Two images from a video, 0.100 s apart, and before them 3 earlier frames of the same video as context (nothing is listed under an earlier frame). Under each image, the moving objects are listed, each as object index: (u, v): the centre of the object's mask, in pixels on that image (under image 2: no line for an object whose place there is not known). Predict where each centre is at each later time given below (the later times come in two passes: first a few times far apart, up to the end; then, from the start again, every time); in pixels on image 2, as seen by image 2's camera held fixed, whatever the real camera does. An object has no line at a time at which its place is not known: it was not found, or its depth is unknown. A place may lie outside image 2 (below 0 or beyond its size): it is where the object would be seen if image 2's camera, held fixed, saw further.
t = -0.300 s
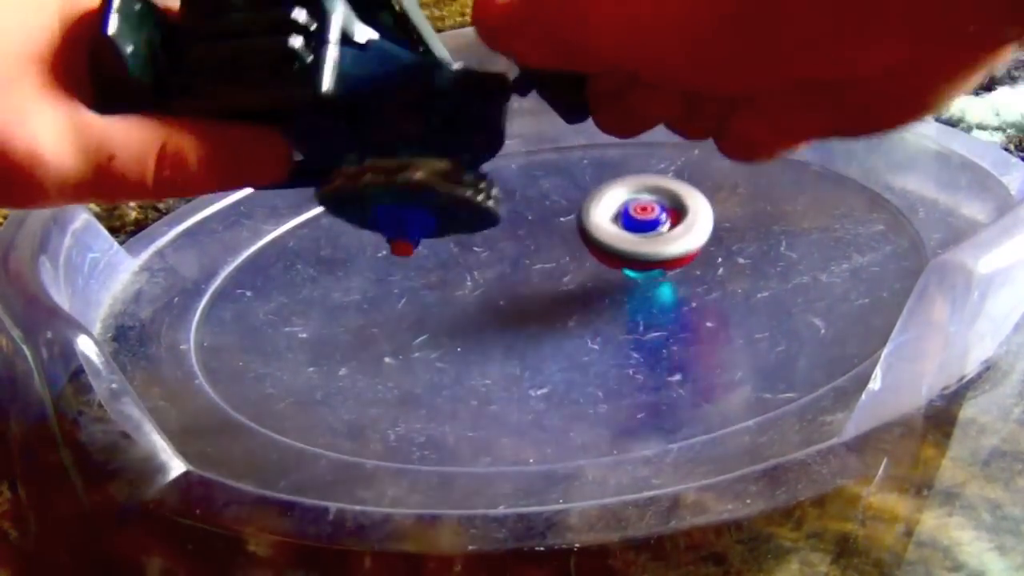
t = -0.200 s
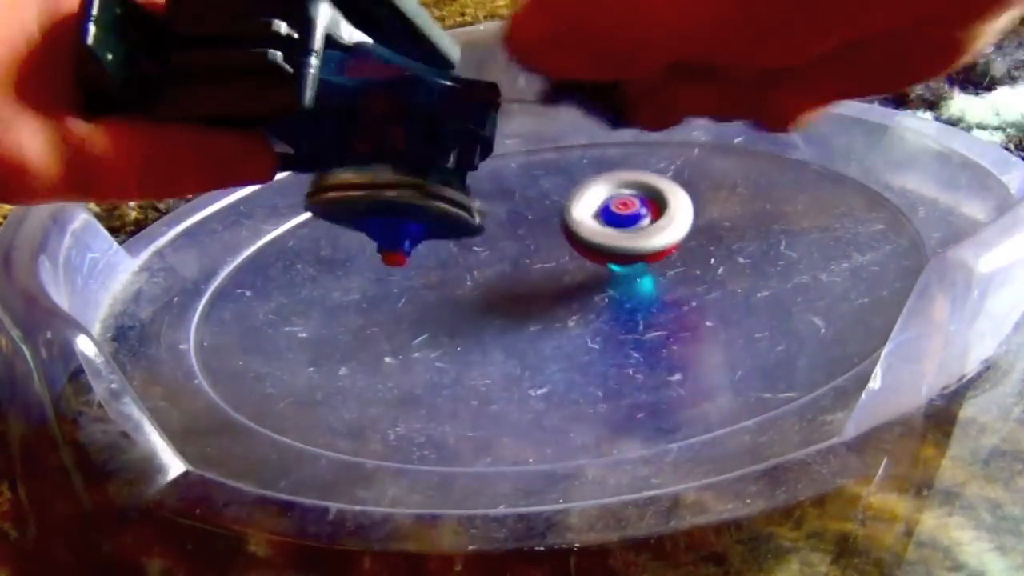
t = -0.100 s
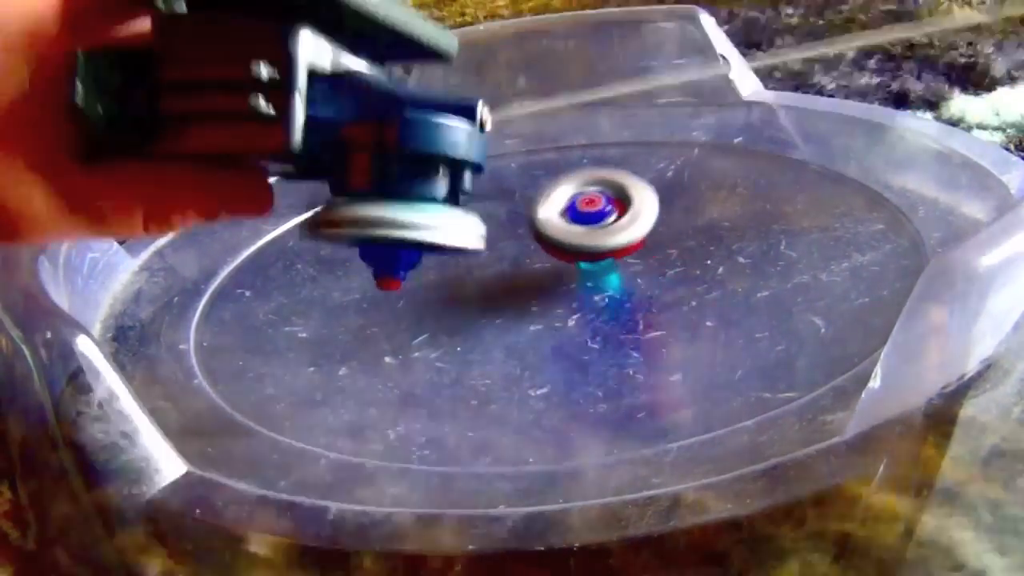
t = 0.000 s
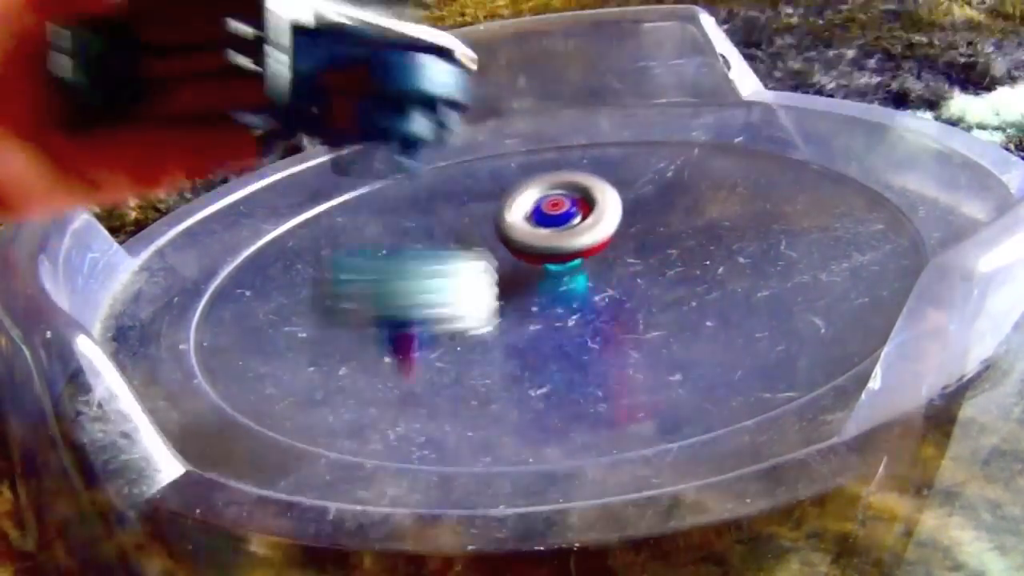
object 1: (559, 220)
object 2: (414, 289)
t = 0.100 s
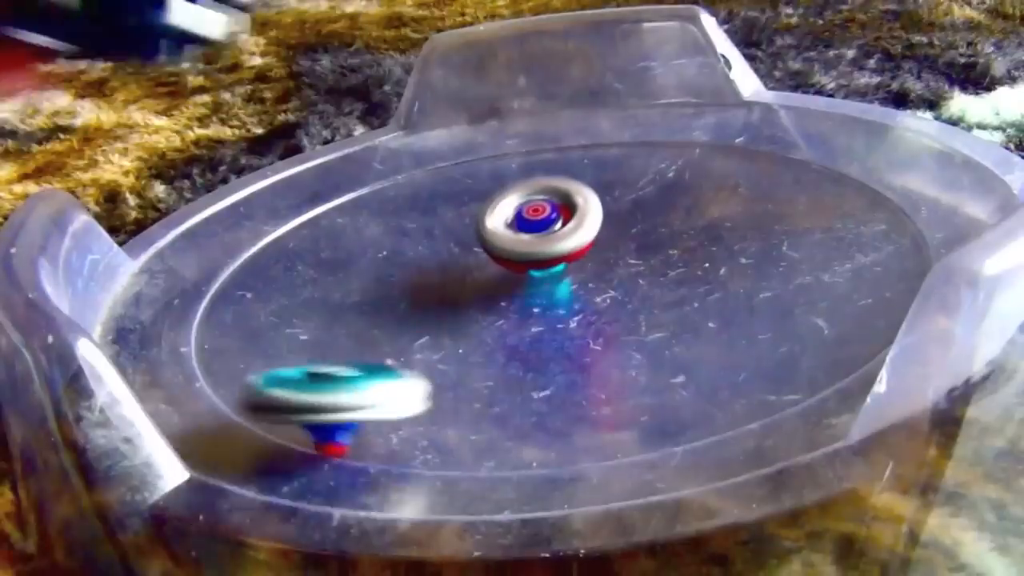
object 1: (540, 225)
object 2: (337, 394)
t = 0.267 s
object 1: (552, 248)
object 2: (216, 334)
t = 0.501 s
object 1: (595, 263)
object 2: (210, 322)
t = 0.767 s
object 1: (623, 250)
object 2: (208, 315)
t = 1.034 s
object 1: (595, 239)
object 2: (209, 288)
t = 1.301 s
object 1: (547, 266)
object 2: (219, 266)
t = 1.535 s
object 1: (549, 283)
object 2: (233, 247)
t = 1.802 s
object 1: (560, 260)
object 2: (256, 228)
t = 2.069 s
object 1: (533, 265)
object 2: (291, 204)
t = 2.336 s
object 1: (522, 283)
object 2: (318, 189)
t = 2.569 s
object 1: (532, 277)
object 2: (348, 176)
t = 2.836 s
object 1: (513, 260)
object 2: (390, 161)
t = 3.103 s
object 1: (506, 267)
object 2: (418, 152)
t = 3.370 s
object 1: (520, 266)
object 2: (462, 140)
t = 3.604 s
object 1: (518, 247)
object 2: (492, 135)
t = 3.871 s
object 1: (493, 226)
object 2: (552, 126)
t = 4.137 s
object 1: (497, 242)
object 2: (596, 122)
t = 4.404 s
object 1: (549, 235)
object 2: (636, 122)
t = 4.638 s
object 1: (558, 228)
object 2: (677, 120)
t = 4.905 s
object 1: (497, 246)
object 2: (662, 157)
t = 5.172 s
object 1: (590, 240)
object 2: (805, 224)
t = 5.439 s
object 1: (614, 223)
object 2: (853, 98)
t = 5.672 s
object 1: (455, 223)
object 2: (617, 217)
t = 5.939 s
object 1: (193, 335)
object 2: (878, 279)
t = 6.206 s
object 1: (654, 341)
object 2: (851, 199)
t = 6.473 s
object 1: (730, 191)
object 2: (441, 335)
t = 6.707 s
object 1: (500, 196)
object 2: (752, 406)
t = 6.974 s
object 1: (370, 287)
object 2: (690, 359)
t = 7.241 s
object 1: (276, 323)
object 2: (498, 293)
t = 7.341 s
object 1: (157, 316)
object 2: (393, 302)
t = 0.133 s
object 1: (539, 229)
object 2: (294, 383)
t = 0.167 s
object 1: (540, 234)
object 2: (262, 370)
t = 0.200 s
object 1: (543, 239)
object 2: (238, 356)
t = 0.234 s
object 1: (548, 244)
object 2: (225, 344)
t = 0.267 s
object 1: (552, 248)
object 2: (216, 334)
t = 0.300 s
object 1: (557, 252)
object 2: (211, 328)
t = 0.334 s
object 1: (562, 252)
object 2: (210, 323)
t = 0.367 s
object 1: (568, 258)
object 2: (209, 321)
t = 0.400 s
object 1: (575, 262)
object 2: (209, 320)
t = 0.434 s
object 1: (582, 264)
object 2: (209, 320)
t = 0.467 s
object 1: (589, 263)
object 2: (209, 321)
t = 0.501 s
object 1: (595, 263)
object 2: (210, 322)
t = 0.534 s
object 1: (600, 267)
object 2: (211, 323)
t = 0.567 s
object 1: (604, 263)
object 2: (211, 324)
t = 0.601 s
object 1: (609, 266)
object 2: (211, 324)
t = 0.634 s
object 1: (613, 261)
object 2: (212, 324)
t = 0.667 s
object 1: (617, 258)
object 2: (210, 322)
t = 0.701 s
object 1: (620, 257)
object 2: (210, 320)
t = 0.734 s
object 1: (622, 252)
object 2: (209, 317)
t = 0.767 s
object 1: (623, 250)
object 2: (208, 315)
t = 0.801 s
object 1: (622, 246)
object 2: (208, 311)
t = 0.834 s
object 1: (621, 244)
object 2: (207, 308)
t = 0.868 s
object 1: (618, 242)
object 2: (207, 304)
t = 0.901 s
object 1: (615, 240)
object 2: (208, 301)
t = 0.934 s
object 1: (611, 240)
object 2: (208, 298)
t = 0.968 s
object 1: (607, 239)
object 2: (208, 294)
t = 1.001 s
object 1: (602, 238)
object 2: (208, 291)
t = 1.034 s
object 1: (595, 239)
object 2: (209, 288)
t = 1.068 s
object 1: (588, 241)
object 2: (210, 286)
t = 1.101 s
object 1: (581, 243)
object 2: (210, 283)
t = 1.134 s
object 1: (574, 247)
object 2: (212, 280)
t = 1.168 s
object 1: (567, 250)
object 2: (213, 278)
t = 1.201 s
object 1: (560, 254)
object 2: (215, 275)
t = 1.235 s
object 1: (555, 258)
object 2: (216, 272)
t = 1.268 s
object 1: (551, 259)
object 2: (217, 269)
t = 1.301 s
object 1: (547, 266)
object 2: (219, 266)
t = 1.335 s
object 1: (544, 270)
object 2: (221, 263)
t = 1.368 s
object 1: (542, 274)
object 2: (224, 259)
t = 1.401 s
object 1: (540, 277)
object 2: (225, 257)
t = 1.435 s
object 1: (540, 281)
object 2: (227, 254)
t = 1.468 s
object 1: (541, 283)
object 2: (229, 252)
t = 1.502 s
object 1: (544, 285)
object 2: (232, 249)
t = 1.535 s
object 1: (549, 283)
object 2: (233, 247)
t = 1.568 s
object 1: (554, 282)
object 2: (236, 245)
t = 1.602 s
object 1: (557, 280)
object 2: (238, 242)
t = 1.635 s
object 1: (561, 277)
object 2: (241, 240)
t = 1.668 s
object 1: (563, 273)
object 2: (243, 238)
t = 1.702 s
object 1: (564, 269)
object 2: (246, 236)
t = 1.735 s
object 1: (564, 266)
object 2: (249, 233)
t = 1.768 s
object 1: (563, 263)
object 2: (252, 230)
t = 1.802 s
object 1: (560, 260)
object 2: (256, 228)
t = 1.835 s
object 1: (558, 260)
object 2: (259, 225)
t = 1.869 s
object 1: (555, 256)
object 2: (264, 222)
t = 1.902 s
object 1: (553, 255)
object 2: (268, 220)
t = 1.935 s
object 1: (551, 259)
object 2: (273, 215)
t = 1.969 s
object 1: (547, 260)
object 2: (278, 212)
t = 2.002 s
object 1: (541, 261)
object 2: (282, 209)
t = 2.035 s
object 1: (536, 261)
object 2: (287, 207)
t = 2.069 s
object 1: (533, 265)
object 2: (291, 204)
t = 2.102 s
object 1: (530, 270)
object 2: (295, 202)
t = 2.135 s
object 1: (525, 273)
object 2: (298, 200)
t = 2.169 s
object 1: (519, 276)
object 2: (302, 198)
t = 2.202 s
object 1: (516, 277)
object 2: (305, 197)
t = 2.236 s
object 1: (516, 280)
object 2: (309, 195)
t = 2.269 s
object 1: (519, 282)
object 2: (312, 193)
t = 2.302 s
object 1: (521, 283)
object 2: (315, 192)
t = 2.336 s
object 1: (522, 283)
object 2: (318, 189)
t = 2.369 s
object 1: (524, 284)
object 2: (323, 188)
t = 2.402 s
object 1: (526, 282)
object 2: (327, 185)
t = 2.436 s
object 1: (528, 281)
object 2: (331, 183)
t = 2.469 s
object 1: (530, 281)
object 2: (335, 182)
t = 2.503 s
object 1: (530, 279)
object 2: (340, 180)
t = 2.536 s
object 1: (531, 277)
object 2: (343, 178)
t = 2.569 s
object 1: (532, 277)
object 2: (348, 176)
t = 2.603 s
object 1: (532, 274)
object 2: (352, 175)
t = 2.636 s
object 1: (531, 272)
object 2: (356, 173)
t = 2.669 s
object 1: (528, 269)
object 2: (362, 171)
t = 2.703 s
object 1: (524, 267)
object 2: (368, 169)
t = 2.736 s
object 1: (521, 265)
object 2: (374, 167)
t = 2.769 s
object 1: (518, 263)
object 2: (380, 164)
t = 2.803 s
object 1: (516, 262)
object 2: (386, 162)
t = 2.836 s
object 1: (513, 260)
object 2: (390, 161)
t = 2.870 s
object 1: (512, 258)
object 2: (394, 159)
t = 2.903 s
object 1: (512, 260)
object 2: (397, 158)
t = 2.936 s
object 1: (511, 263)
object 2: (400, 157)
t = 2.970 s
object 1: (509, 263)
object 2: (406, 155)
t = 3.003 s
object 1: (510, 265)
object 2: (408, 154)
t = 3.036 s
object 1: (509, 267)
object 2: (412, 153)
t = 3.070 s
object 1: (507, 266)
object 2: (416, 152)
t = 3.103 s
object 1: (506, 267)
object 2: (418, 152)
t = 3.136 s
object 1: (506, 270)
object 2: (423, 150)
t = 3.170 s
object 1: (506, 271)
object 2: (429, 149)
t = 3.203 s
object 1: (506, 271)
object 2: (437, 146)
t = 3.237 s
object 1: (508, 270)
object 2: (445, 145)
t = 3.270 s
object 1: (510, 270)
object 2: (451, 143)
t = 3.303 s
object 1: (514, 269)
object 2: (455, 142)
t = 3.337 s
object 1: (517, 267)
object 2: (458, 142)
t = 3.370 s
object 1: (520, 266)
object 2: (462, 140)
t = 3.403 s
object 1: (522, 265)
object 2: (466, 140)
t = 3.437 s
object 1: (523, 262)
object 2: (469, 139)
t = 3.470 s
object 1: (523, 262)
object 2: (473, 138)
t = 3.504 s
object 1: (523, 259)
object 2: (477, 138)
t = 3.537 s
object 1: (522, 256)
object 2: (479, 138)
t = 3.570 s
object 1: (521, 252)
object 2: (485, 136)
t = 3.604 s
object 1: (518, 247)
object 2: (492, 135)
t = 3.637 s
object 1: (516, 242)
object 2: (497, 135)
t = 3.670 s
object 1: (513, 239)
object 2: (506, 133)
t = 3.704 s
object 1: (509, 235)
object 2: (514, 131)
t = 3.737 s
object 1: (505, 230)
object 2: (524, 129)
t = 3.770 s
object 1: (501, 227)
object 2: (530, 129)
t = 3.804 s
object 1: (499, 226)
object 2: (538, 128)
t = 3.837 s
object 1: (496, 225)
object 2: (546, 126)
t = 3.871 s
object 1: (493, 226)
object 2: (552, 126)
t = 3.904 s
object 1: (492, 228)
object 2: (559, 125)
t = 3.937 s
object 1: (490, 230)
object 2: (563, 125)
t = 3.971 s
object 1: (490, 232)
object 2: (563, 125)
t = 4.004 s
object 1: (489, 234)
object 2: (561, 125)
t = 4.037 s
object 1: (490, 236)
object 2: (567, 125)
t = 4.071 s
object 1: (492, 238)
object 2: (579, 123)
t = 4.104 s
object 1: (494, 240)
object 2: (587, 123)
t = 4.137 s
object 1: (497, 242)
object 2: (596, 122)
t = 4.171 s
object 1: (501, 243)
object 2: (602, 122)
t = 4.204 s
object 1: (506, 244)
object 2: (608, 121)
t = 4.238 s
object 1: (512, 245)
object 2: (611, 122)
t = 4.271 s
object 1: (519, 244)
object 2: (614, 121)
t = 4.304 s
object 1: (526, 243)
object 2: (614, 122)
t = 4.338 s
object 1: (534, 241)
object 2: (624, 121)
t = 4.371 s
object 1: (542, 239)
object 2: (632, 120)
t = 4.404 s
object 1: (549, 235)
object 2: (636, 122)
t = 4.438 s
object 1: (554, 233)
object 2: (644, 120)
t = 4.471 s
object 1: (560, 231)
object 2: (642, 121)
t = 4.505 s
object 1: (564, 227)
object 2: (641, 123)
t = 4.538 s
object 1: (565, 225)
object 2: (649, 125)
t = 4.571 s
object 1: (565, 225)
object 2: (659, 124)
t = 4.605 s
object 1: (563, 226)
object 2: (670, 122)
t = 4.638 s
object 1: (558, 228)
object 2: (677, 120)
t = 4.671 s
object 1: (552, 229)
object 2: (675, 123)
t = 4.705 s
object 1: (543, 231)
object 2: (676, 126)
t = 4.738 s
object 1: (534, 236)
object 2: (679, 127)
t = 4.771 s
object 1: (523, 240)
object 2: (680, 129)
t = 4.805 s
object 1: (512, 242)
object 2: (680, 133)
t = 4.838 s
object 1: (504, 243)
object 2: (676, 138)
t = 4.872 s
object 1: (498, 245)
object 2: (672, 146)
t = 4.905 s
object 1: (497, 246)
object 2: (662, 157)
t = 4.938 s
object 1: (499, 247)
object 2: (647, 170)
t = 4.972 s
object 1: (504, 247)
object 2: (637, 190)
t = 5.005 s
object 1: (514, 248)
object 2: (639, 209)
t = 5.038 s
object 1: (526, 248)
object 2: (654, 226)
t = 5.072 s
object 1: (541, 248)
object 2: (678, 238)
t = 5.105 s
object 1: (558, 246)
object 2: (713, 242)
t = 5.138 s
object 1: (574, 243)
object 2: (760, 236)
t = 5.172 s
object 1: (590, 240)
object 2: (805, 224)
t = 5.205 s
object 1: (603, 235)
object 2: (850, 202)
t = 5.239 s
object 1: (614, 232)
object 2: (888, 179)
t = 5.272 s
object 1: (621, 232)
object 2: (895, 151)
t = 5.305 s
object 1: (626, 229)
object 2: (897, 141)
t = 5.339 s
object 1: (629, 228)
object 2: (909, 124)
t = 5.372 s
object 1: (626, 226)
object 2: (916, 106)
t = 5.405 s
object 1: (622, 223)
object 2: (890, 95)
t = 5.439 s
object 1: (614, 223)
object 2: (853, 98)
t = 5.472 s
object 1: (603, 226)
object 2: (817, 102)
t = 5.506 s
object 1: (591, 227)
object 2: (780, 113)
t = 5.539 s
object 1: (578, 227)
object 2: (741, 133)
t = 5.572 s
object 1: (565, 230)
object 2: (701, 152)
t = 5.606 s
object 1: (552, 231)
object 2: (661, 174)
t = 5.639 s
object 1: (525, 228)
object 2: (635, 196)
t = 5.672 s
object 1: (455, 223)
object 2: (617, 217)
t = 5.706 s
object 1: (381, 246)
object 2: (606, 243)
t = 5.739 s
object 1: (309, 282)
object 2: (602, 271)
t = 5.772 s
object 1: (251, 288)
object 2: (613, 295)
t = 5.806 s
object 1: (197, 295)
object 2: (645, 313)
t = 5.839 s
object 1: (178, 300)
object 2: (695, 320)
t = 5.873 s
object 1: (170, 313)
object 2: (759, 315)
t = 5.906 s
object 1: (178, 334)
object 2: (830, 302)
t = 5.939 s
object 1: (193, 335)
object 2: (878, 279)
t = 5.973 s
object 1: (227, 348)
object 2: (912, 245)
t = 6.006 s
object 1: (273, 359)
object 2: (938, 232)
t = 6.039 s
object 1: (332, 373)
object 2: (942, 220)
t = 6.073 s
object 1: (397, 369)
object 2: (942, 214)
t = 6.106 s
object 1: (465, 367)
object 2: (939, 209)
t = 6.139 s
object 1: (535, 359)
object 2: (924, 203)
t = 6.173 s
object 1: (597, 346)
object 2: (896, 199)
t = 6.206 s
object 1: (654, 341)
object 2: (851, 199)
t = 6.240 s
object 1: (695, 309)
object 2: (799, 201)
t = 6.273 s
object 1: (730, 289)
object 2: (740, 208)
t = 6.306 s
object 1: (754, 269)
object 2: (674, 222)
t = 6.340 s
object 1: (769, 248)
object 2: (617, 240)
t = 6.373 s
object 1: (772, 230)
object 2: (558, 262)
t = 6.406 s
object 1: (766, 214)
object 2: (508, 285)
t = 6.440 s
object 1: (751, 201)
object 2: (468, 311)
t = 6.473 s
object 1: (730, 191)
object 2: (441, 335)
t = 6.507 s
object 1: (705, 184)
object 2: (429, 362)
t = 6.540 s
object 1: (675, 181)
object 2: (443, 387)
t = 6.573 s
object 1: (641, 180)
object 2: (475, 410)
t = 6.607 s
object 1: (605, 181)
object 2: (540, 406)
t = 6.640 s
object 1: (568, 184)
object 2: (618, 410)
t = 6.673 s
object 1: (534, 189)
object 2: (683, 409)
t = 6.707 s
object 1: (500, 196)
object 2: (752, 406)
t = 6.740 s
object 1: (465, 205)
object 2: (768, 395)
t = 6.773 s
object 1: (433, 214)
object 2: (757, 400)
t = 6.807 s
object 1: (406, 223)
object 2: (743, 395)
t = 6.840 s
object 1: (383, 234)
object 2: (732, 389)
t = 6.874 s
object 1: (368, 247)
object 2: (723, 383)
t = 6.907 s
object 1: (362, 259)
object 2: (715, 375)
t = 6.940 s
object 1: (363, 271)
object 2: (706, 371)
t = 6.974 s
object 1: (370, 287)
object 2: (690, 359)
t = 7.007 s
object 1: (382, 298)
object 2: (676, 348)
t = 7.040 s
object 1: (400, 309)
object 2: (656, 335)
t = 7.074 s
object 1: (422, 316)
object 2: (623, 324)
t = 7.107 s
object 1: (440, 320)
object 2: (585, 316)
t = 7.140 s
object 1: (424, 324)
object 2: (561, 309)
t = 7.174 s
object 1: (409, 322)
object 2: (540, 302)
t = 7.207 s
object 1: (343, 310)
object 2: (512, 292)
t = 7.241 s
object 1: (276, 323)
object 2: (498, 293)
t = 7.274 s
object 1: (217, 330)
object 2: (471, 293)
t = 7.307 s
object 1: (177, 320)
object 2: (435, 295)
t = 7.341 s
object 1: (157, 316)
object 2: (393, 302)
